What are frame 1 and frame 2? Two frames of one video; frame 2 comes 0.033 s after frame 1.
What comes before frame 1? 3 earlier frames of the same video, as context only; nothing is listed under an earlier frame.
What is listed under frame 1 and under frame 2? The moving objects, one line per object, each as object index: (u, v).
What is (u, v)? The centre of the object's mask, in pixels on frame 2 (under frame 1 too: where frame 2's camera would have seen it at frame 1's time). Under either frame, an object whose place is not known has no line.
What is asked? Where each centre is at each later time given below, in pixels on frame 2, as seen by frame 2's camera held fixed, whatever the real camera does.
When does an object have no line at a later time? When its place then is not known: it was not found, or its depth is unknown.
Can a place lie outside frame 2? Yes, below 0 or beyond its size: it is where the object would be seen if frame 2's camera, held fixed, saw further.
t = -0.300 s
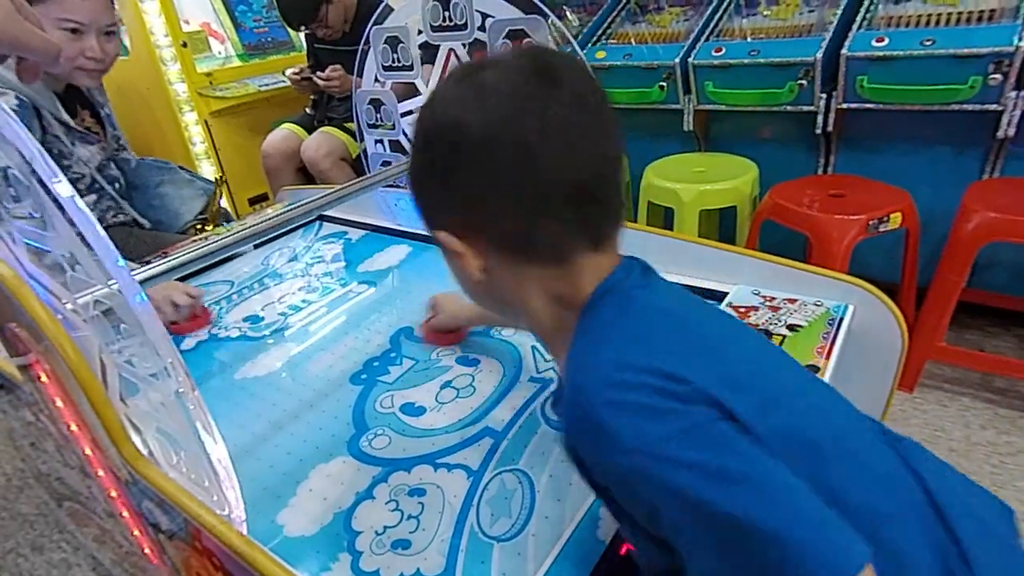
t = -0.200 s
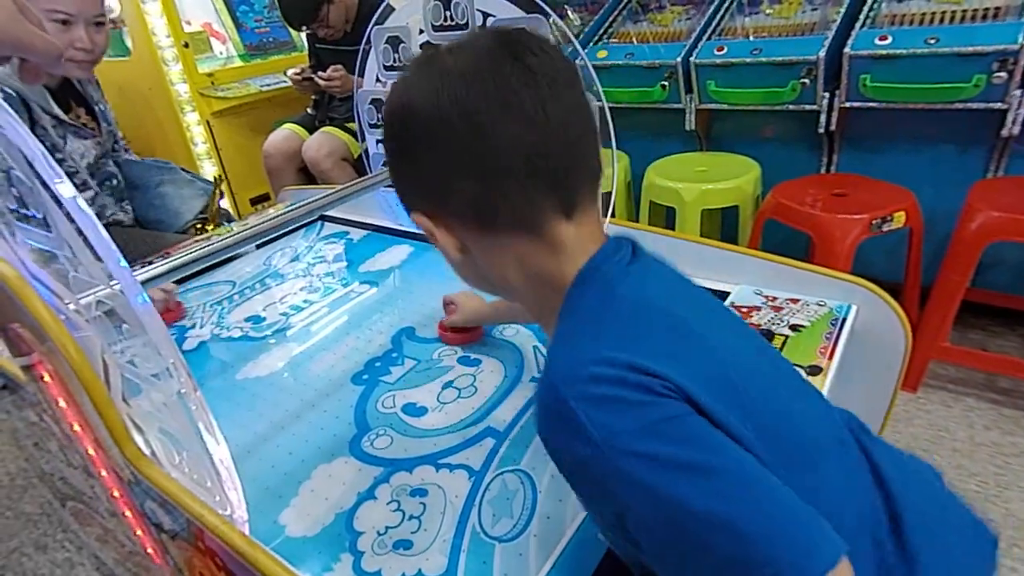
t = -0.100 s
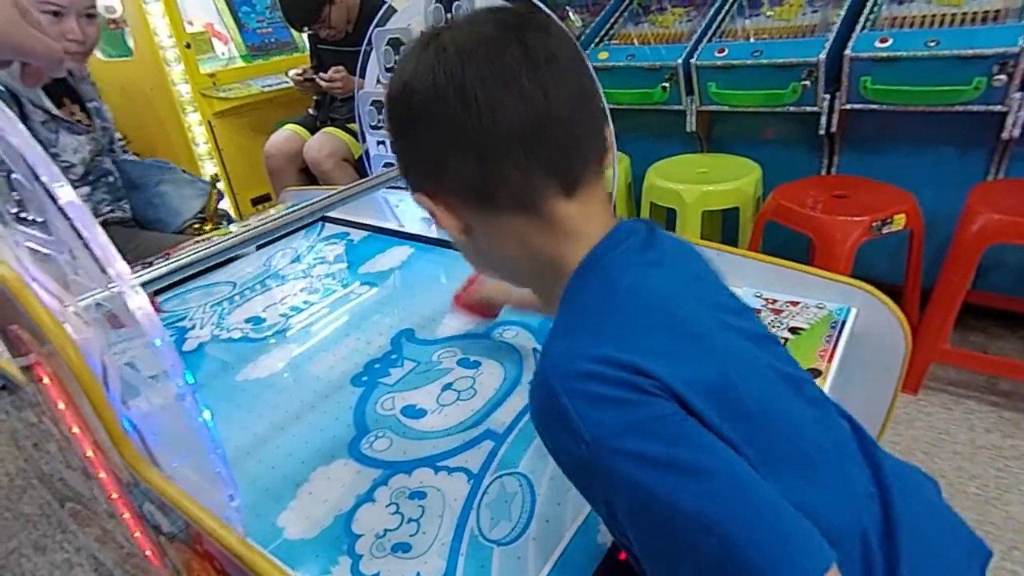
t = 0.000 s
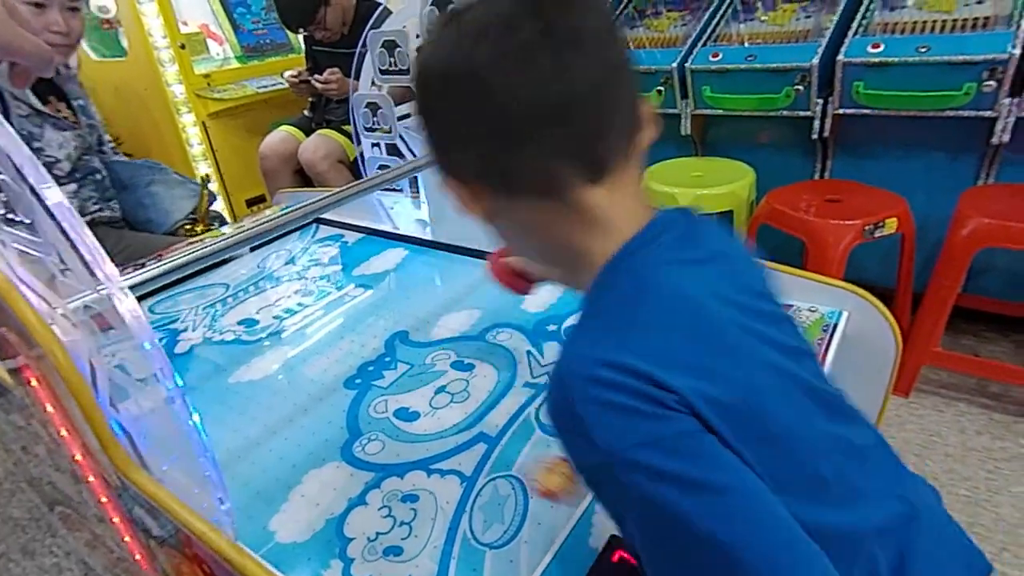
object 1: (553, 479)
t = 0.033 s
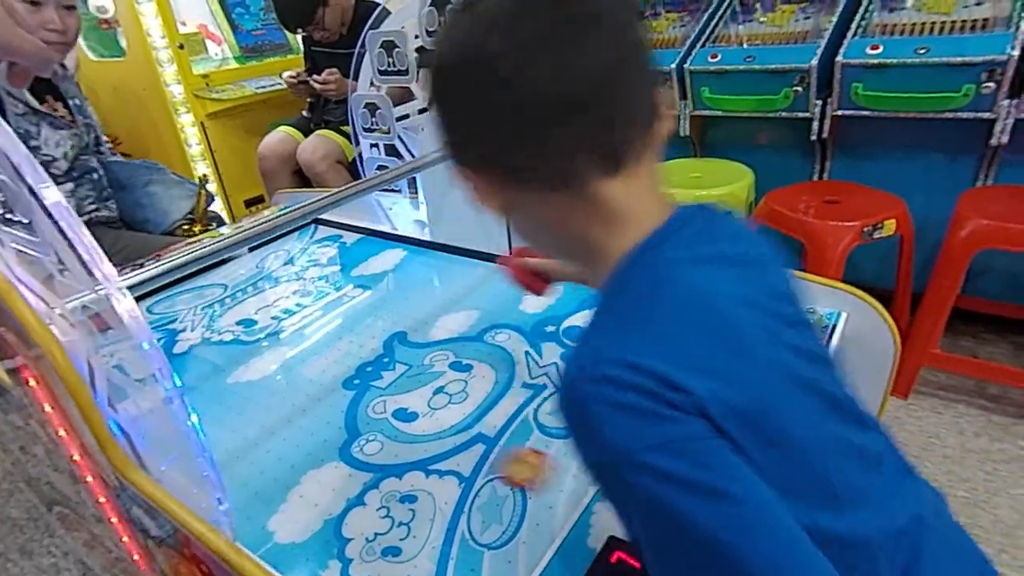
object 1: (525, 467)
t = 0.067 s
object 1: (497, 457)
